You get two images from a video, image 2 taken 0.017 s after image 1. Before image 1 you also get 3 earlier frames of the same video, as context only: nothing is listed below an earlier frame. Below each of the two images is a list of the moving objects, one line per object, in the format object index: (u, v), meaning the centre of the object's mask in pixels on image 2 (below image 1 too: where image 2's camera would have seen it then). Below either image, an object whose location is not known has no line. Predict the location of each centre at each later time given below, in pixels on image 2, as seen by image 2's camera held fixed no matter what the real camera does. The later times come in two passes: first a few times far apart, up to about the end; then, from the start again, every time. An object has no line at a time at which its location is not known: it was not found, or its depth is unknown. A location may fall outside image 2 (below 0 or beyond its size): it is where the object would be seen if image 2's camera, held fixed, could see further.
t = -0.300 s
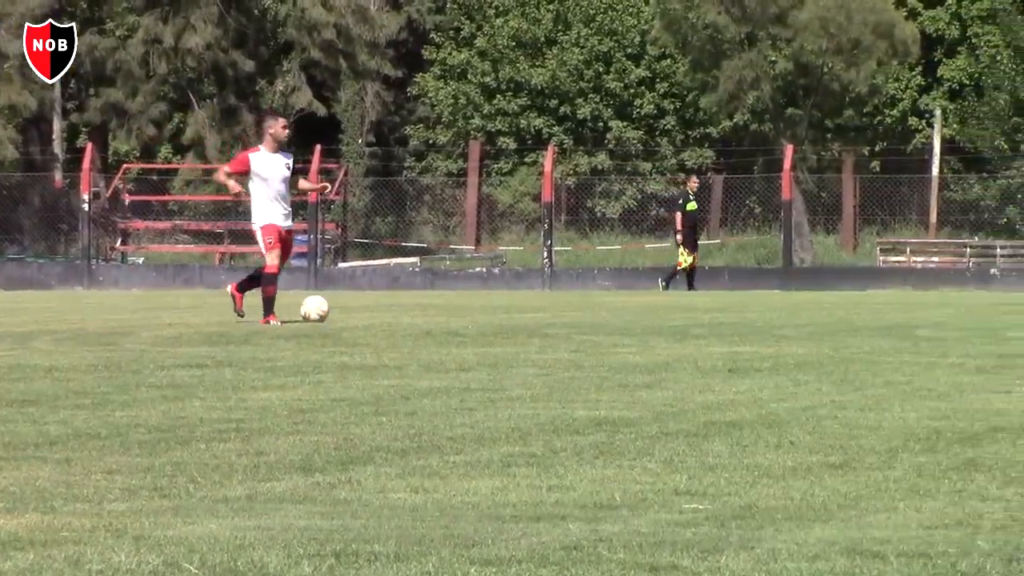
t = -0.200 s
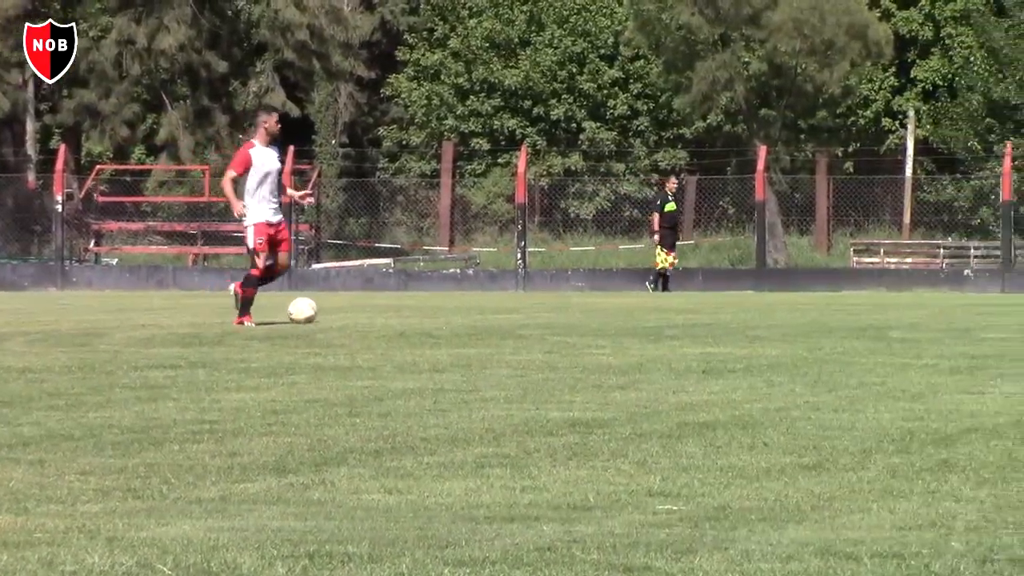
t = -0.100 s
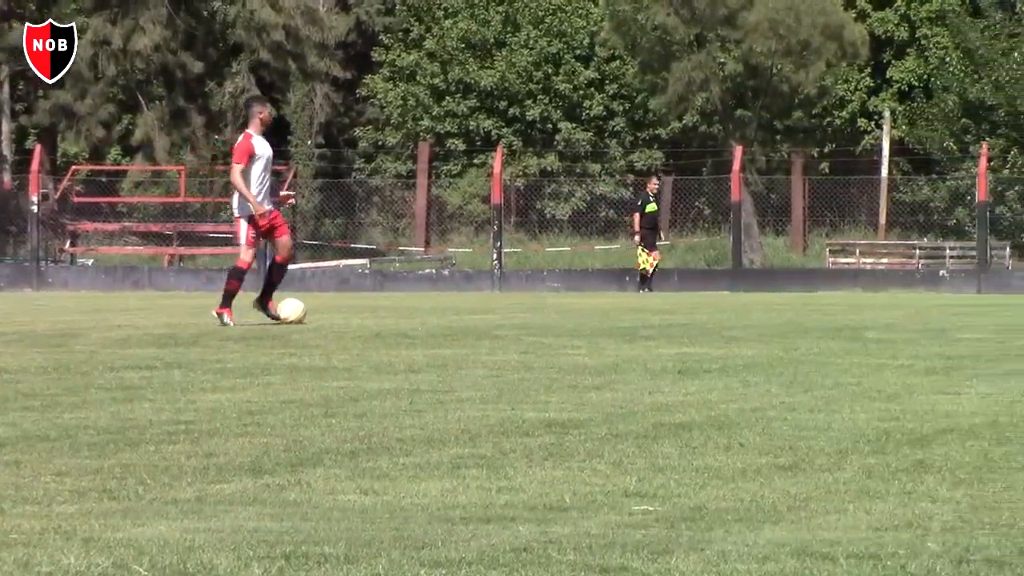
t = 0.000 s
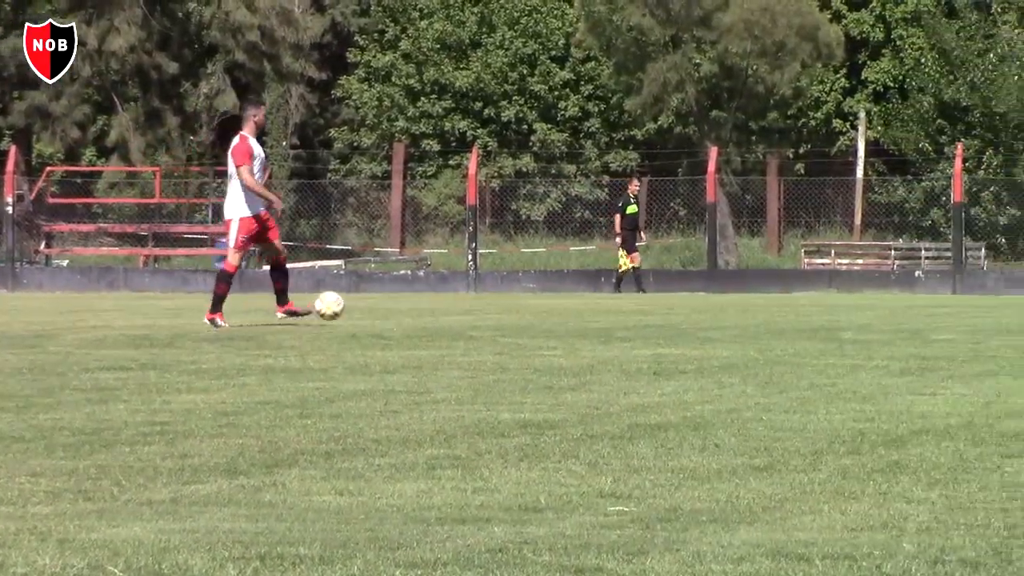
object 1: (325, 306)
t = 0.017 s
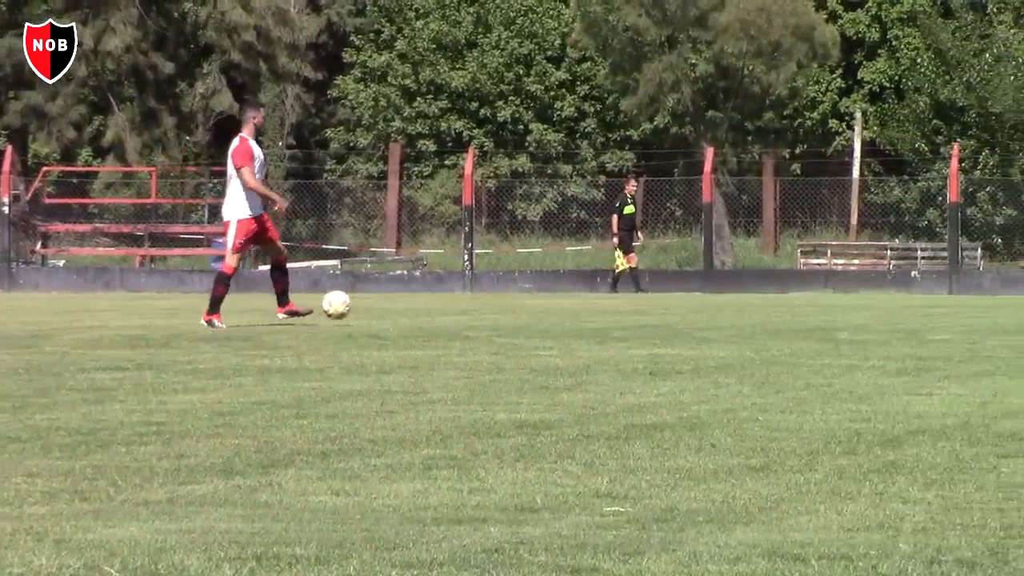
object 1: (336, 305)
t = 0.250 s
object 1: (481, 308)
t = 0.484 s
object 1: (586, 310)
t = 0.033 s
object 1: (348, 304)
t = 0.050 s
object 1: (359, 304)
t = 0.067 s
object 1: (371, 304)
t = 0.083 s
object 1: (381, 305)
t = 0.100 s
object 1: (393, 306)
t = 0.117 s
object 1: (404, 307)
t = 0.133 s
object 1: (414, 309)
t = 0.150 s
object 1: (425, 311)
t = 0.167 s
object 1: (436, 312)
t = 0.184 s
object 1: (446, 313)
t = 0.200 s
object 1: (455, 312)
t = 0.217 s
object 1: (464, 310)
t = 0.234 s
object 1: (472, 309)
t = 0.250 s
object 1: (481, 308)
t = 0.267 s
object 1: (489, 308)
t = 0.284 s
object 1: (497, 308)
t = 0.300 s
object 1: (506, 309)
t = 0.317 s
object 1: (514, 309)
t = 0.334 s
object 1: (523, 310)
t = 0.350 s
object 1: (531, 311)
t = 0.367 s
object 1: (539, 312)
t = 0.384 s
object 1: (547, 312)
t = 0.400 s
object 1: (554, 312)
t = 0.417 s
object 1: (560, 311)
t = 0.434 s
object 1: (567, 311)
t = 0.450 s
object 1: (573, 311)
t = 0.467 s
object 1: (580, 310)
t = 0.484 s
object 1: (586, 310)
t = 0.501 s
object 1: (592, 310)
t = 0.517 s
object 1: (599, 311)
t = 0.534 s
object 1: (605, 311)
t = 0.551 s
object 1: (611, 311)
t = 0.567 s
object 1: (617, 311)
